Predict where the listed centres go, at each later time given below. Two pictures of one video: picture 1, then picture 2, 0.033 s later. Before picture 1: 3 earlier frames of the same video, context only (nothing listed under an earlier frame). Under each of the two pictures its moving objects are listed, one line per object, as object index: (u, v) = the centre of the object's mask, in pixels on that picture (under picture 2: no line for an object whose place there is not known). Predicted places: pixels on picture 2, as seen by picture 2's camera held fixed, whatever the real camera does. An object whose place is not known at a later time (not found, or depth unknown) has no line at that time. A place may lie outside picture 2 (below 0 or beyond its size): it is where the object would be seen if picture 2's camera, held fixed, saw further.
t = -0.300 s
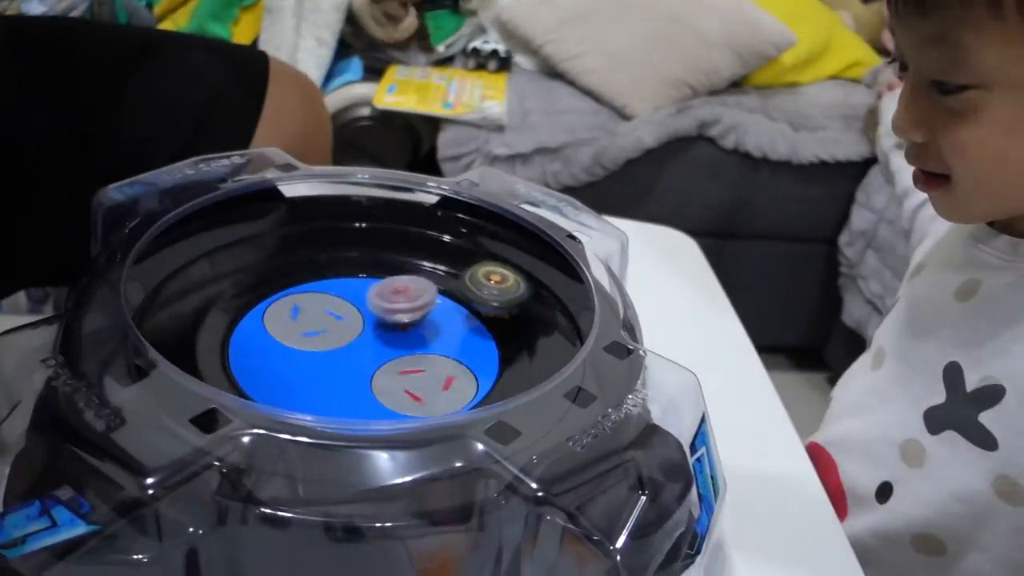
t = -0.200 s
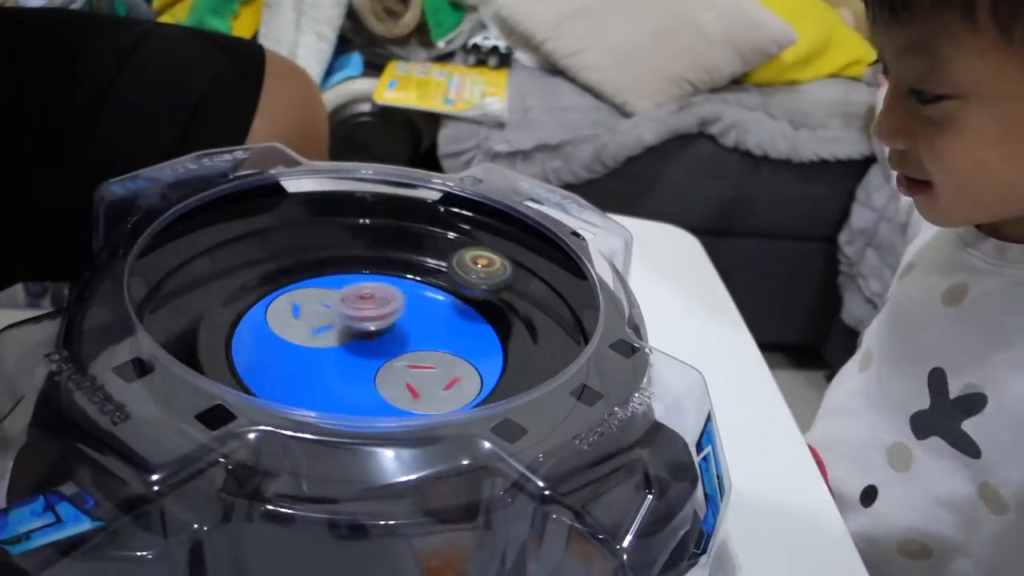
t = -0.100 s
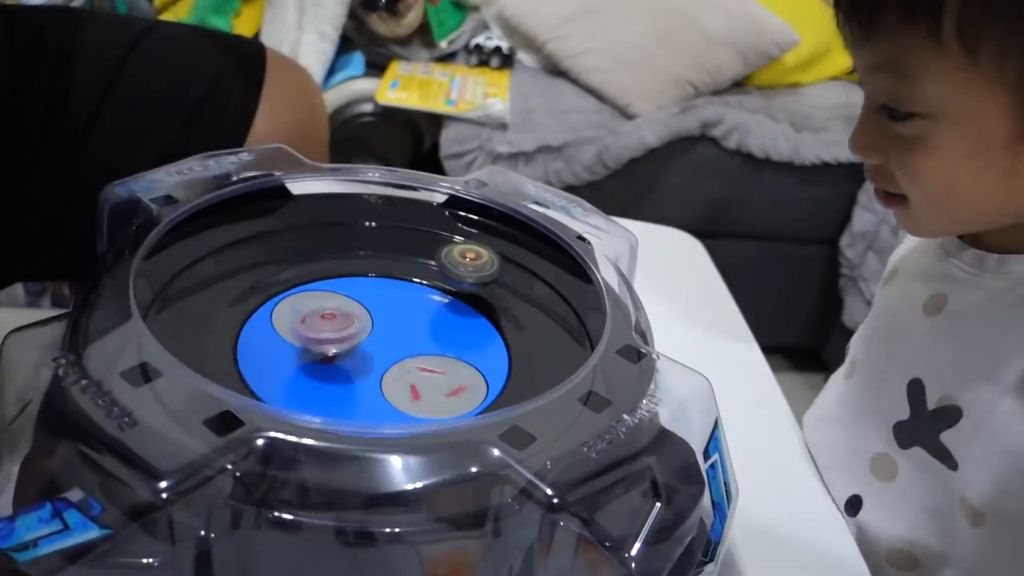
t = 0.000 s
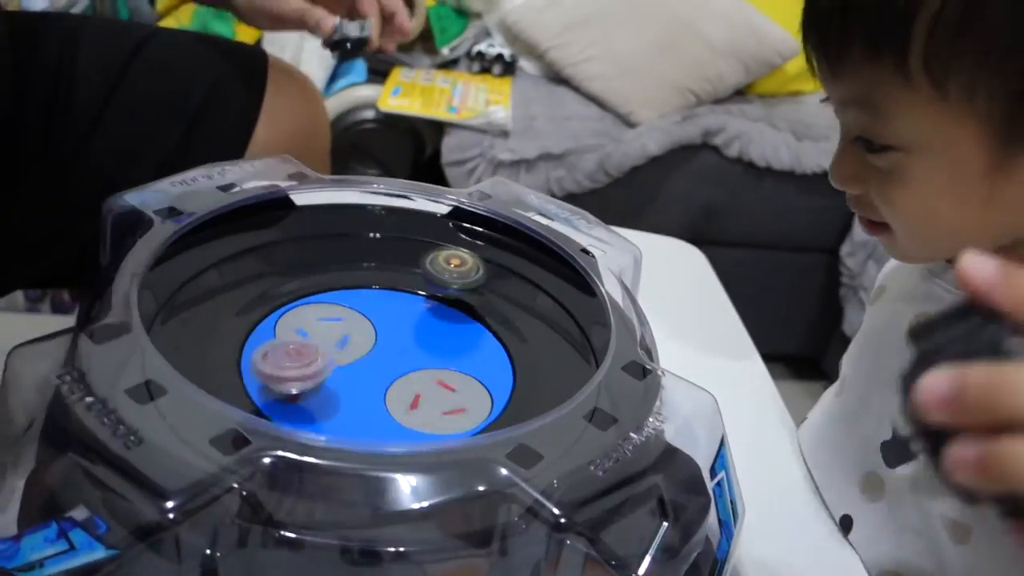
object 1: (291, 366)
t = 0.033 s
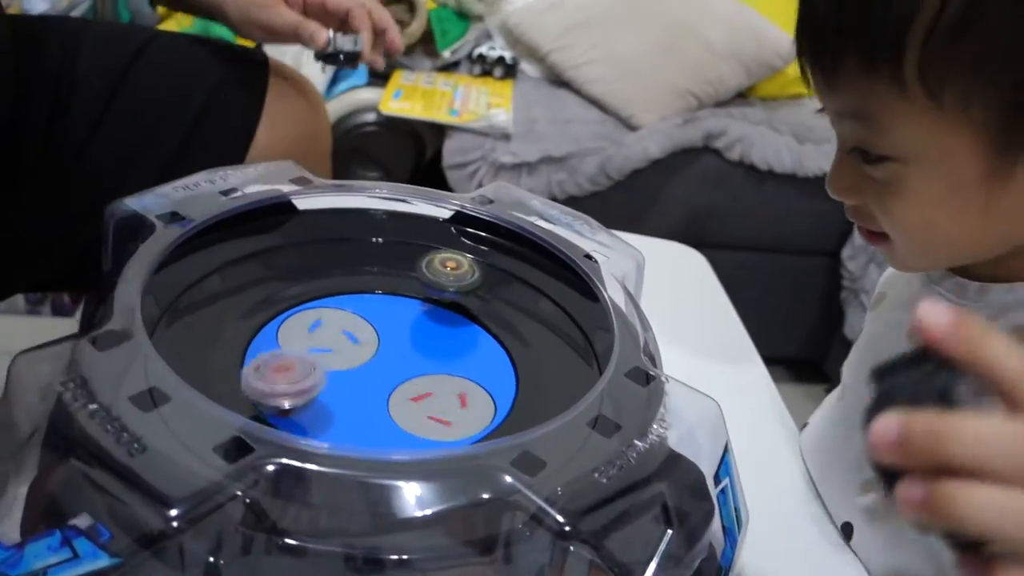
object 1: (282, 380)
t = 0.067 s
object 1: (272, 385)
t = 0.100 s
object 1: (269, 390)
